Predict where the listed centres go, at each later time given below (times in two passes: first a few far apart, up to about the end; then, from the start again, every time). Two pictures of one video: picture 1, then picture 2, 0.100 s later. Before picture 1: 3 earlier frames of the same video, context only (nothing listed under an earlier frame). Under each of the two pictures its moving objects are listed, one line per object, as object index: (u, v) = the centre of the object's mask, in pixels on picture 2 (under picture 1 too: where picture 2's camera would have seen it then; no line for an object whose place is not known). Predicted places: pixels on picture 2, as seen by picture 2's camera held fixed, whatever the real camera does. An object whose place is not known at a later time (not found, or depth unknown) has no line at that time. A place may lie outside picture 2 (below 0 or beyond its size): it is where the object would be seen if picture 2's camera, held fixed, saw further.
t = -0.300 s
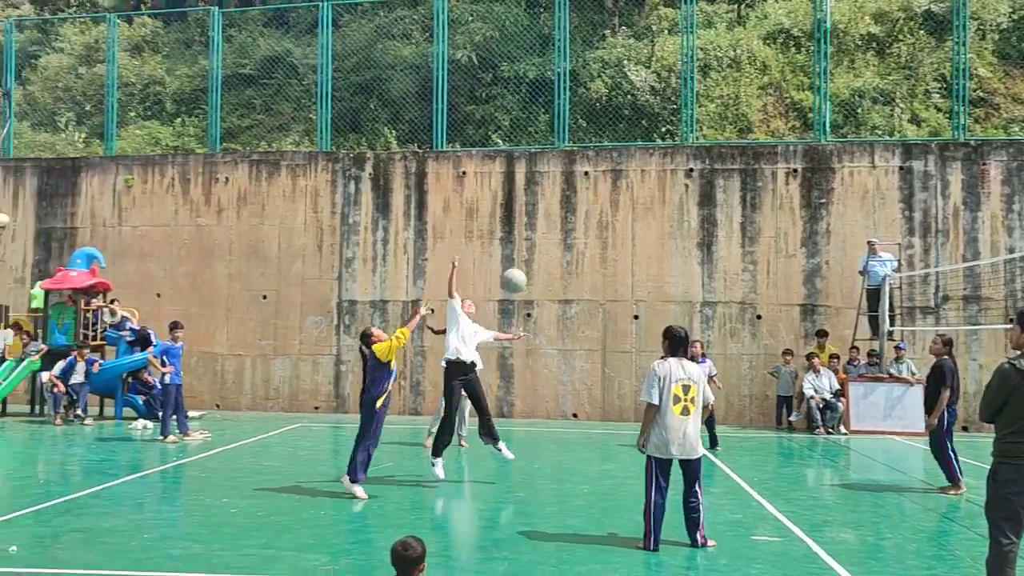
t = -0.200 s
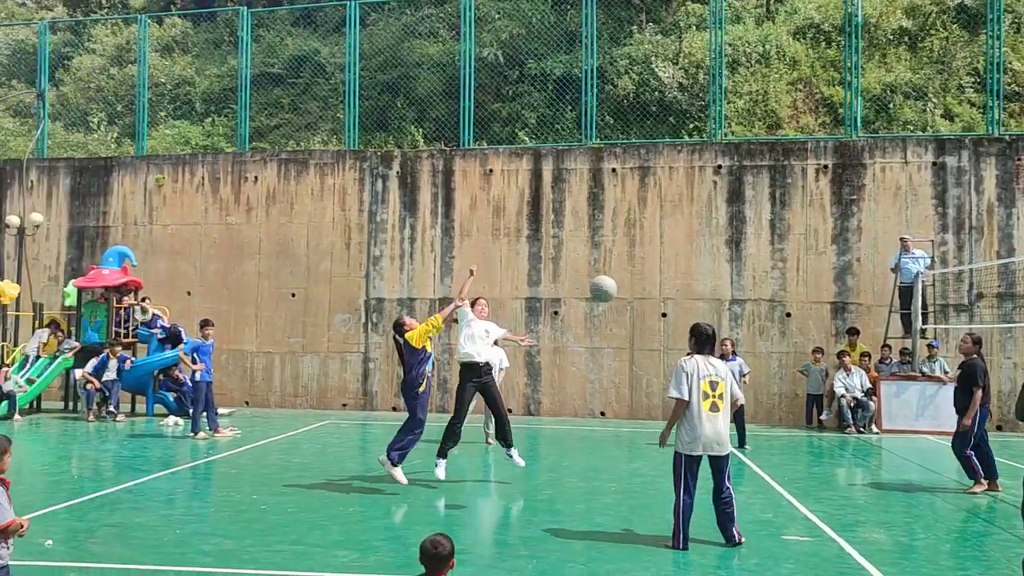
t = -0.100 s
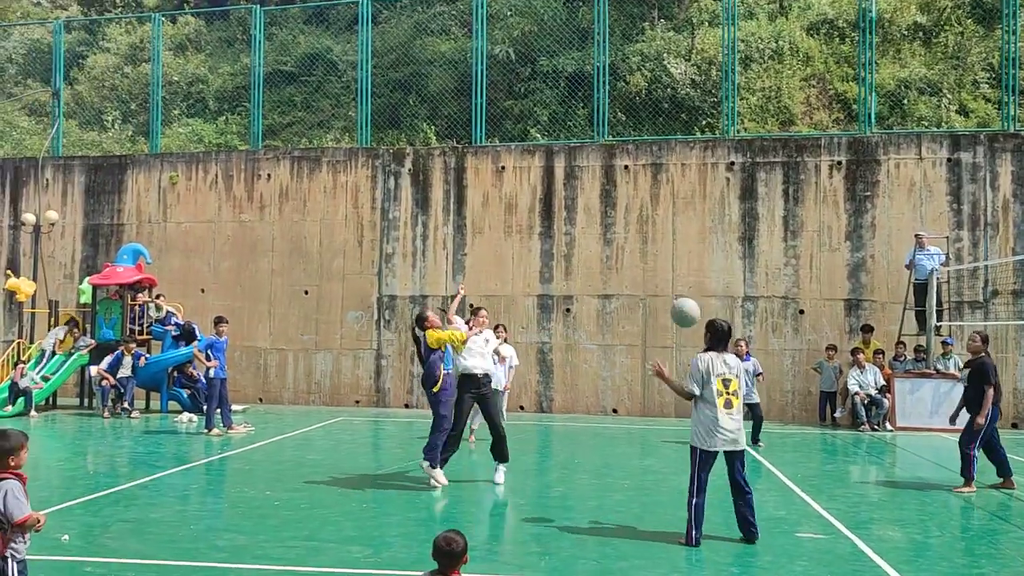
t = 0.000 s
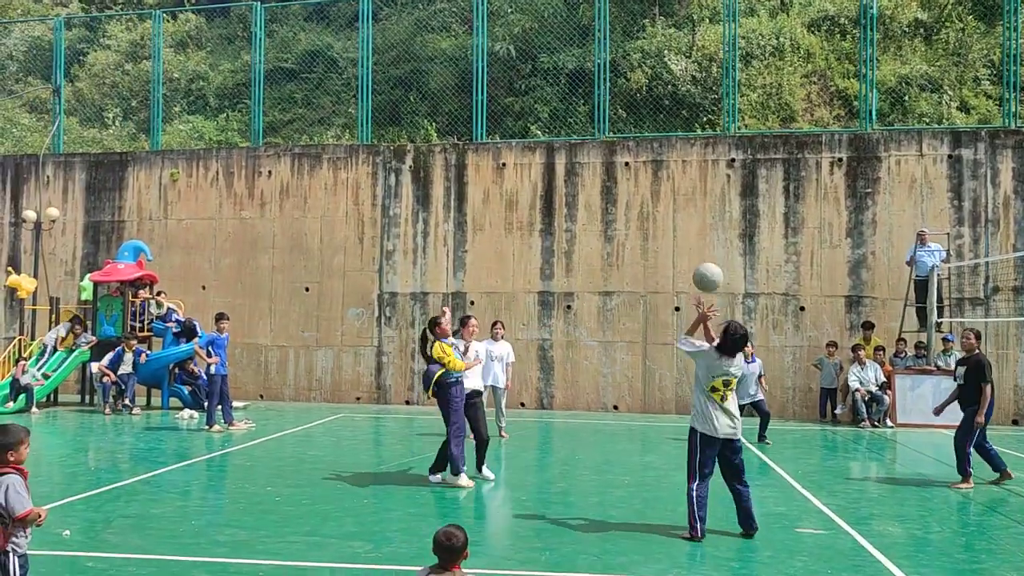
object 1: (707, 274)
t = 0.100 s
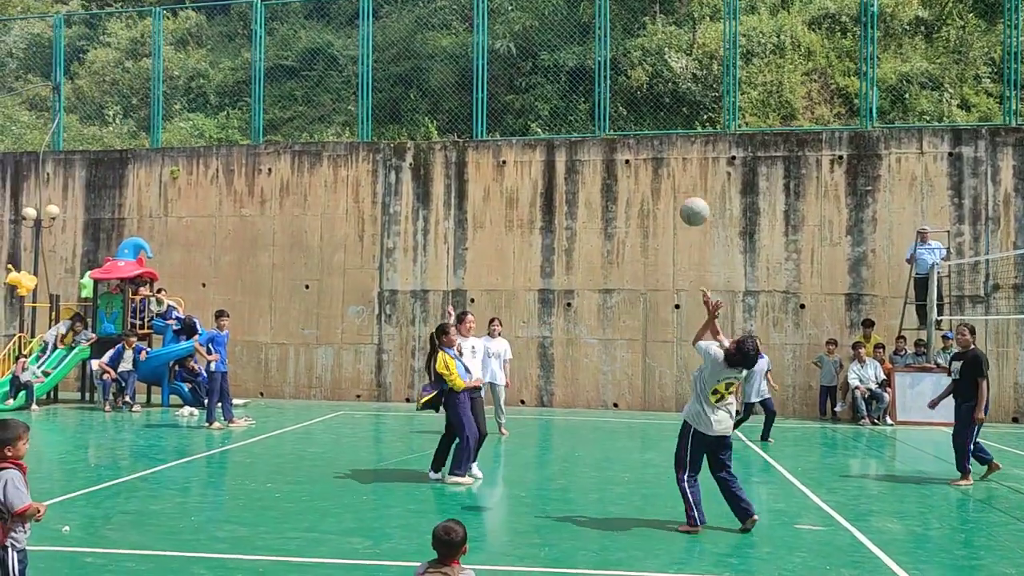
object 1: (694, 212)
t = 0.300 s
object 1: (666, 128)
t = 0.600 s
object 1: (625, 104)
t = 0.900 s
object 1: (585, 198)
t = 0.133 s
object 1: (690, 193)
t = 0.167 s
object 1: (686, 177)
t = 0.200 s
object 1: (680, 163)
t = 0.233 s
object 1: (676, 149)
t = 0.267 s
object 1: (671, 138)
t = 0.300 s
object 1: (666, 128)
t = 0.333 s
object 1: (662, 119)
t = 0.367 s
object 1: (657, 113)
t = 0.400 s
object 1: (652, 107)
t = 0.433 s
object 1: (648, 102)
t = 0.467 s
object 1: (643, 100)
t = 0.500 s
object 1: (639, 99)
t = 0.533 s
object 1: (634, 99)
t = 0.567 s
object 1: (630, 101)
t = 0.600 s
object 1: (625, 104)
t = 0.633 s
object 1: (621, 109)
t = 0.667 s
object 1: (616, 115)
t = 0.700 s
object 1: (612, 123)
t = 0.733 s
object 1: (607, 132)
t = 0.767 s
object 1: (603, 143)
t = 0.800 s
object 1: (598, 154)
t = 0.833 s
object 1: (595, 167)
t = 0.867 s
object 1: (589, 182)
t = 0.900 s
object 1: (585, 198)
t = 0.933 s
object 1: (579, 215)
